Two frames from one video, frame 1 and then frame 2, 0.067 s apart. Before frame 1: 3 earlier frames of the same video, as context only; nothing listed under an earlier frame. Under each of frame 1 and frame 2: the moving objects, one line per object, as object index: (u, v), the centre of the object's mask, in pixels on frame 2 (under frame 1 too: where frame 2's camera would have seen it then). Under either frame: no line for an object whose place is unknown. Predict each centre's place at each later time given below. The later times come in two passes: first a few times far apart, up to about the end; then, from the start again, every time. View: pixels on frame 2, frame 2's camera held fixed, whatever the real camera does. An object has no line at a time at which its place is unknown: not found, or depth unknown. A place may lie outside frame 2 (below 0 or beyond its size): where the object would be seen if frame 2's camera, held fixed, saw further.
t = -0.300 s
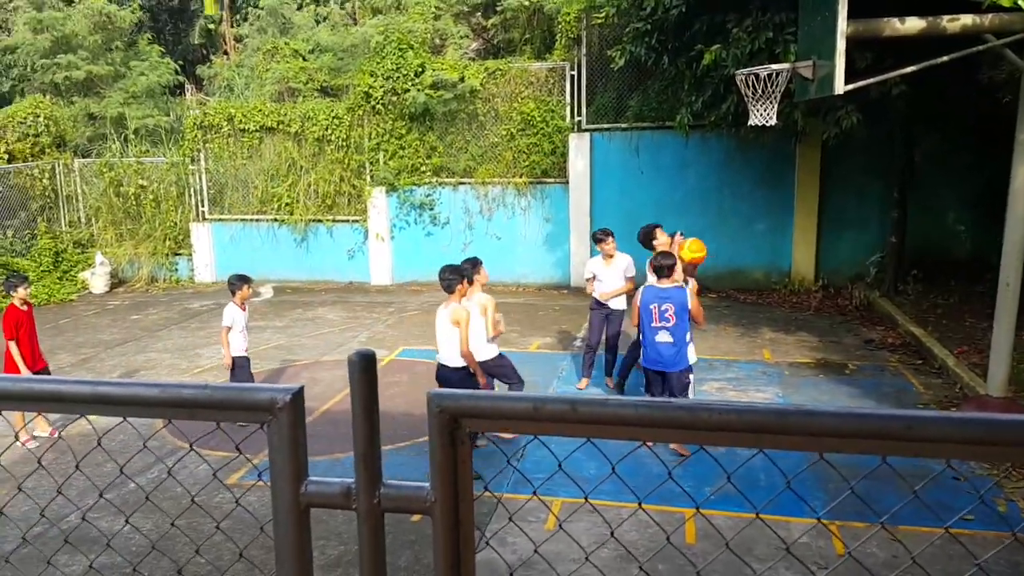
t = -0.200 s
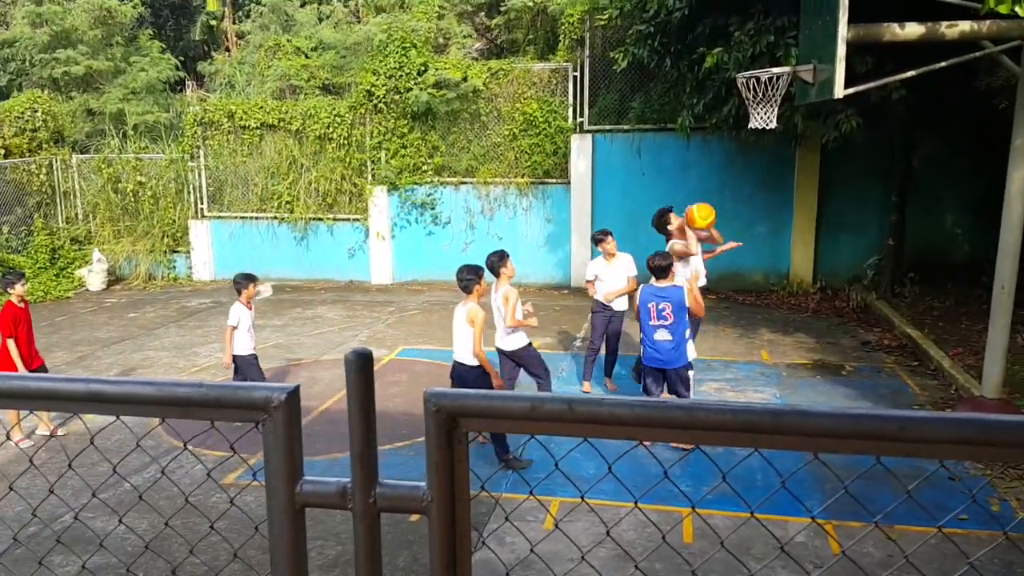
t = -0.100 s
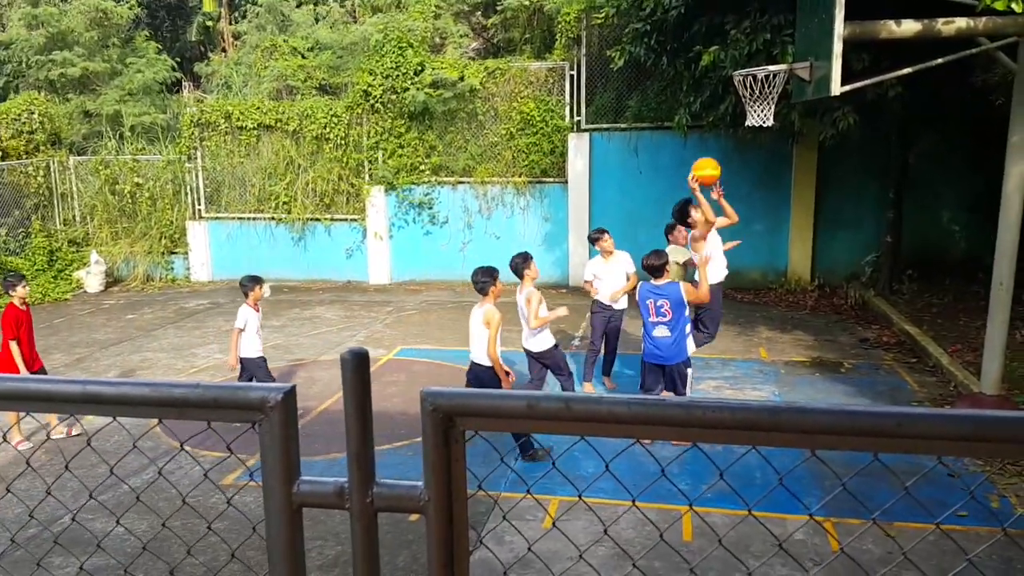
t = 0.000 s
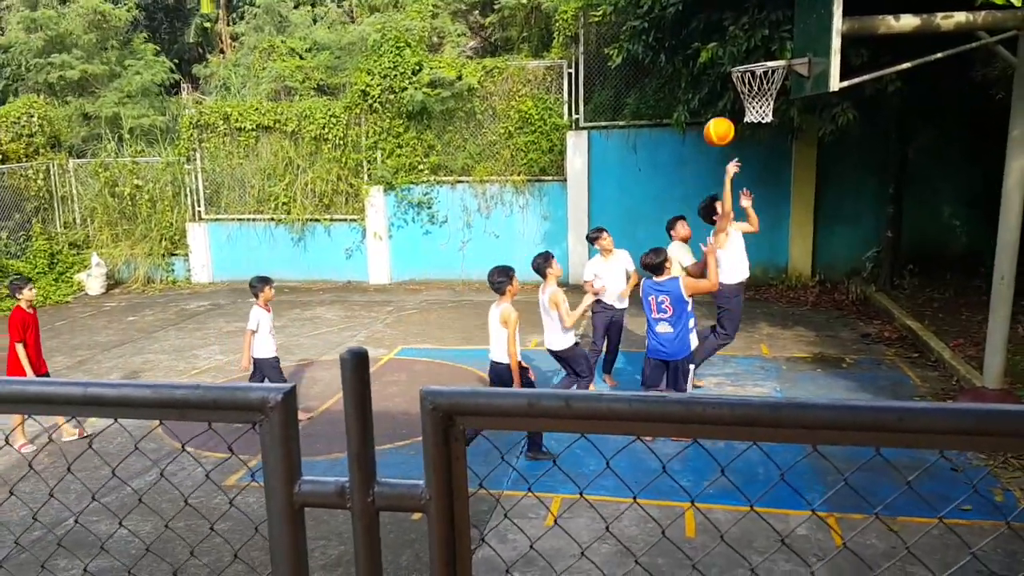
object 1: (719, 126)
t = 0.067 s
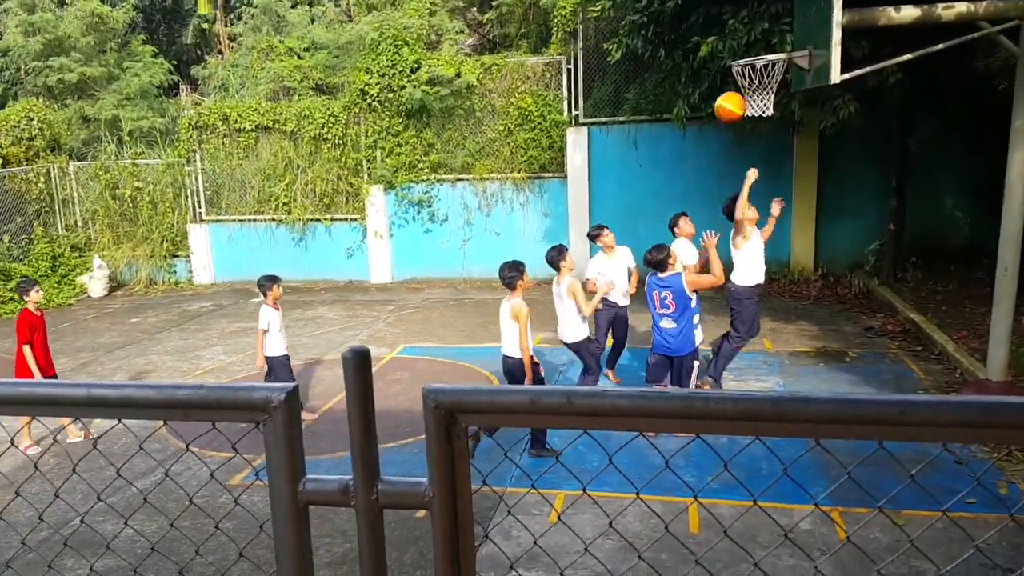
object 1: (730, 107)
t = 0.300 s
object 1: (766, 82)
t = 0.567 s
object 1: (808, 139)
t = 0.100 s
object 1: (735, 99)
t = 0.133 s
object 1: (739, 93)
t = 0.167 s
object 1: (744, 87)
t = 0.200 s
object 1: (750, 84)
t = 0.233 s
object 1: (754, 83)
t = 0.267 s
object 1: (761, 81)
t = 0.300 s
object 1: (766, 82)
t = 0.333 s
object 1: (771, 84)
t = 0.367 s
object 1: (776, 87)
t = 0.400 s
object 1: (781, 93)
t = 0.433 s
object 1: (786, 99)
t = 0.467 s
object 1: (791, 107)
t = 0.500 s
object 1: (796, 116)
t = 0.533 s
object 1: (802, 127)
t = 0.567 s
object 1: (808, 139)
